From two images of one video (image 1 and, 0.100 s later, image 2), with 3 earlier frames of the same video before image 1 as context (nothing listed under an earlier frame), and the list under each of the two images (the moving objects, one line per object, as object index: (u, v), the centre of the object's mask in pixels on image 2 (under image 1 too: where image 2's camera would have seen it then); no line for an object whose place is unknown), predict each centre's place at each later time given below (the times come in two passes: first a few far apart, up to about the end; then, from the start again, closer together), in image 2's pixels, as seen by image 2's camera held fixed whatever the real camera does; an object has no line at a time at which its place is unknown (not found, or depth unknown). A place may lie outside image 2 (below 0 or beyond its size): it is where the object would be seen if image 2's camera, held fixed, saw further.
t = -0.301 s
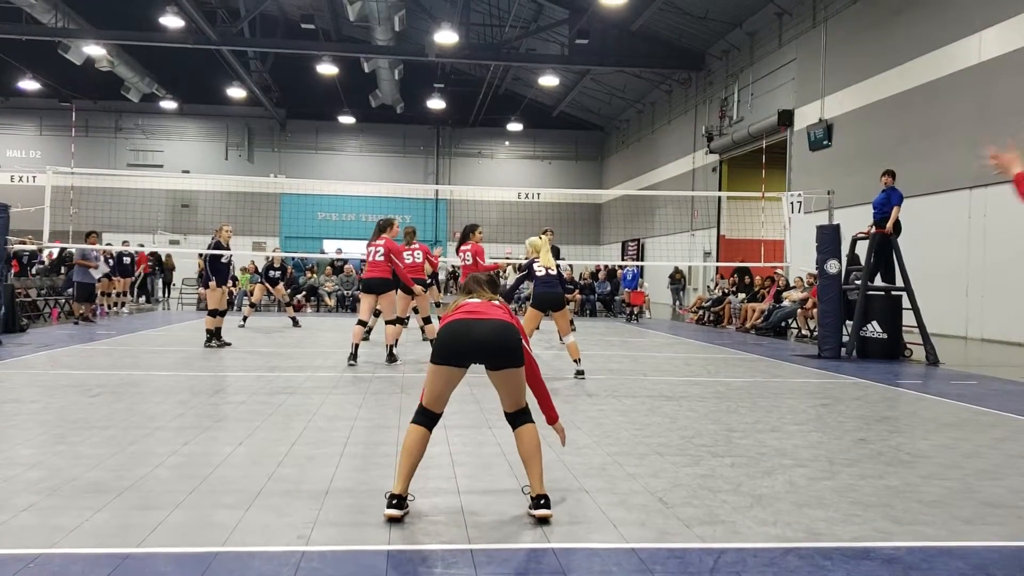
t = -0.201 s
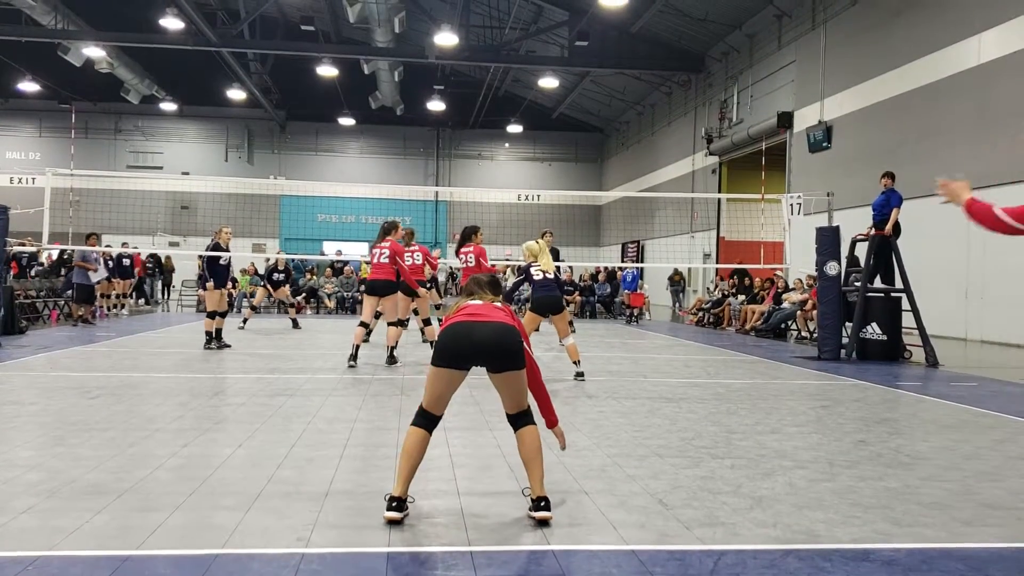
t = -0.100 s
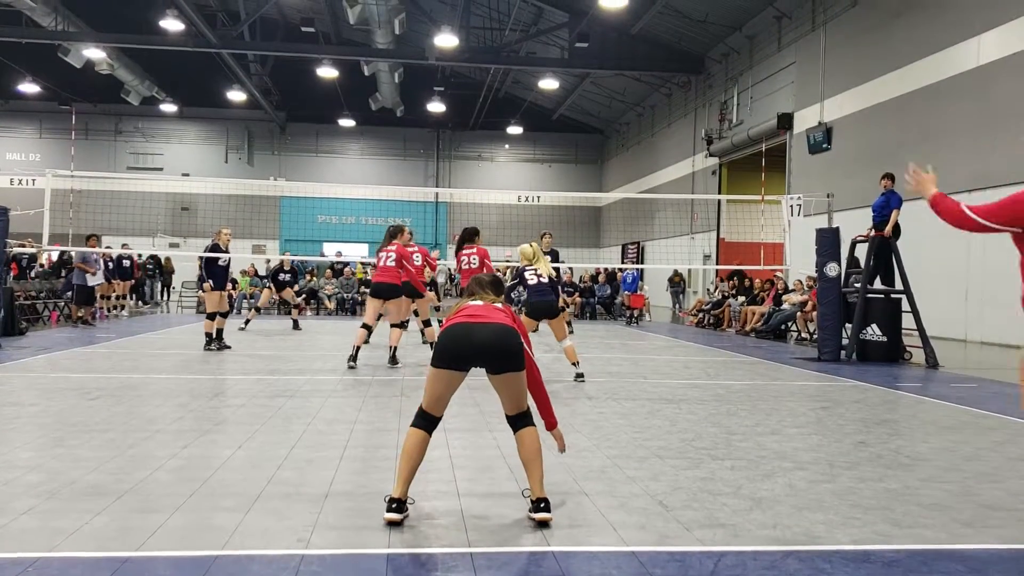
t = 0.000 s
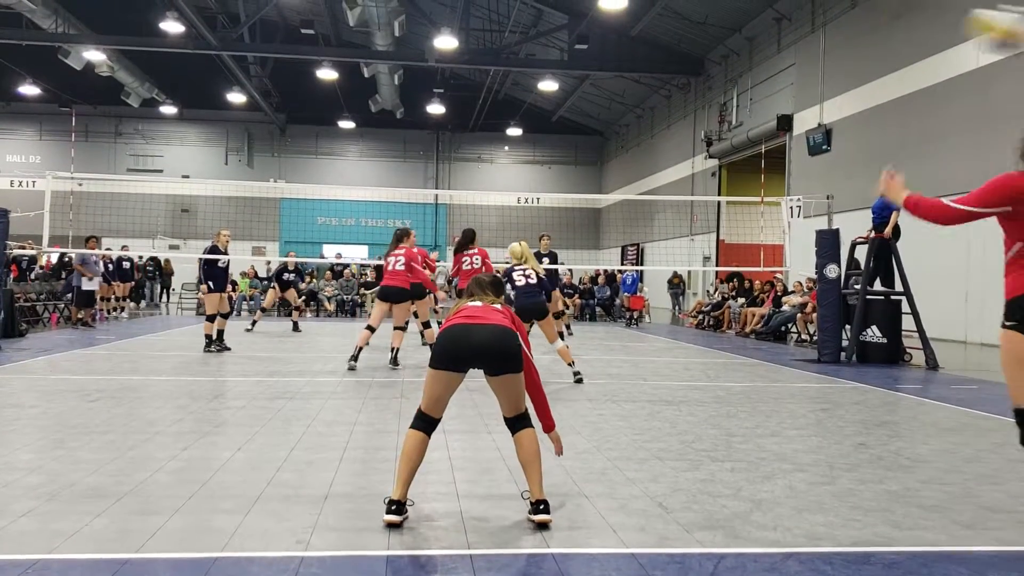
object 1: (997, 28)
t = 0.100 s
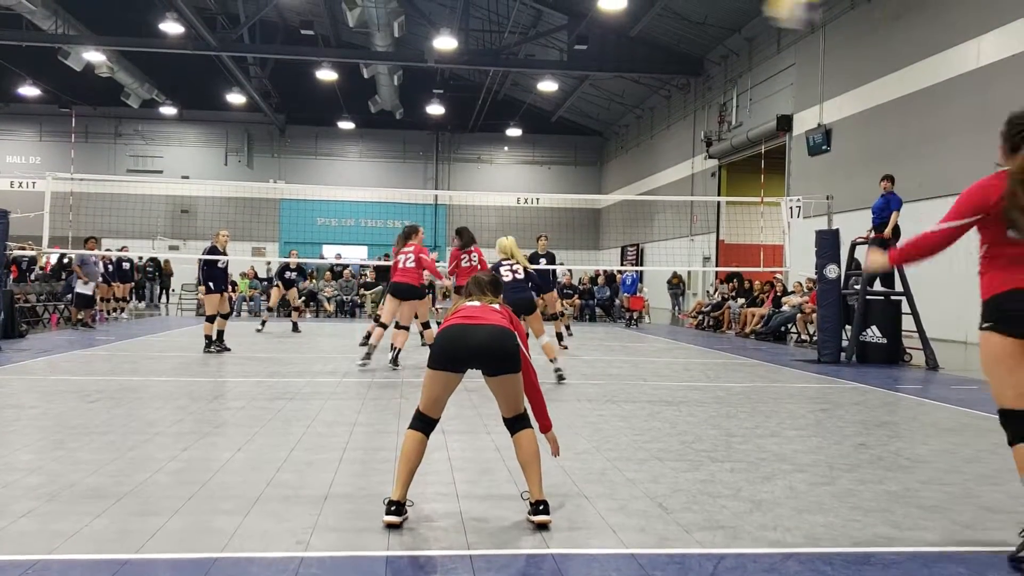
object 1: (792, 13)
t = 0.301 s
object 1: (570, 22)
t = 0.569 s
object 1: (424, 88)
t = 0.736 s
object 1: (371, 134)
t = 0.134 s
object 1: (739, 11)
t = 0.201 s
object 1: (660, 11)
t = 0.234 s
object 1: (630, 14)
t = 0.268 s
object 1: (595, 18)
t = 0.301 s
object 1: (570, 22)
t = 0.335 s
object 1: (545, 29)
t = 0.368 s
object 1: (523, 36)
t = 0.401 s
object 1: (503, 44)
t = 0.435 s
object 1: (485, 52)
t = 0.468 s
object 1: (468, 61)
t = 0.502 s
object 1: (453, 70)
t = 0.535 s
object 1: (438, 80)
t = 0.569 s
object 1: (424, 88)
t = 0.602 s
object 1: (412, 97)
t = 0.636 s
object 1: (401, 107)
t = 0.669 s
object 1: (390, 116)
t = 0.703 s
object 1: (380, 125)
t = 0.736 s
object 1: (371, 134)
